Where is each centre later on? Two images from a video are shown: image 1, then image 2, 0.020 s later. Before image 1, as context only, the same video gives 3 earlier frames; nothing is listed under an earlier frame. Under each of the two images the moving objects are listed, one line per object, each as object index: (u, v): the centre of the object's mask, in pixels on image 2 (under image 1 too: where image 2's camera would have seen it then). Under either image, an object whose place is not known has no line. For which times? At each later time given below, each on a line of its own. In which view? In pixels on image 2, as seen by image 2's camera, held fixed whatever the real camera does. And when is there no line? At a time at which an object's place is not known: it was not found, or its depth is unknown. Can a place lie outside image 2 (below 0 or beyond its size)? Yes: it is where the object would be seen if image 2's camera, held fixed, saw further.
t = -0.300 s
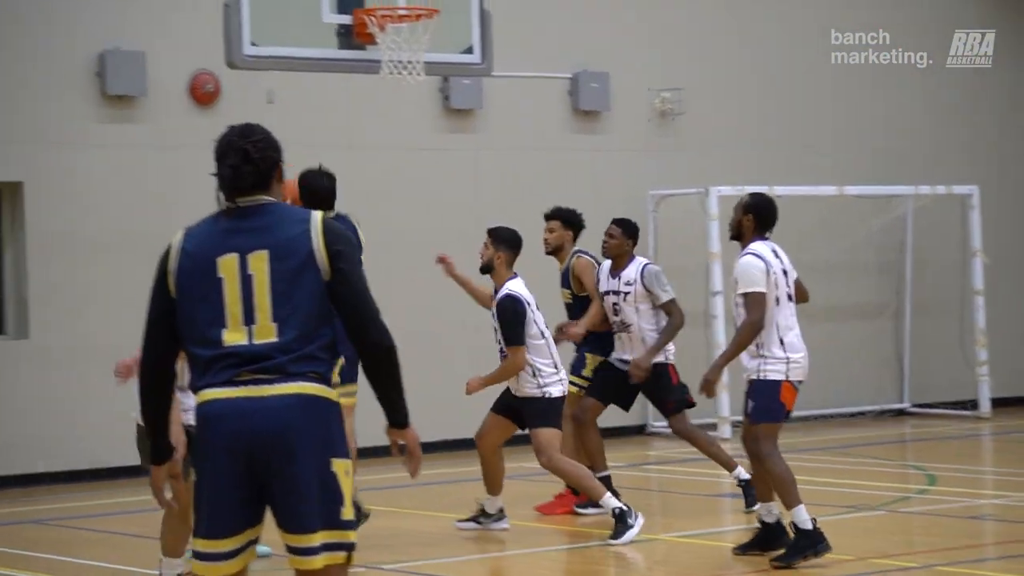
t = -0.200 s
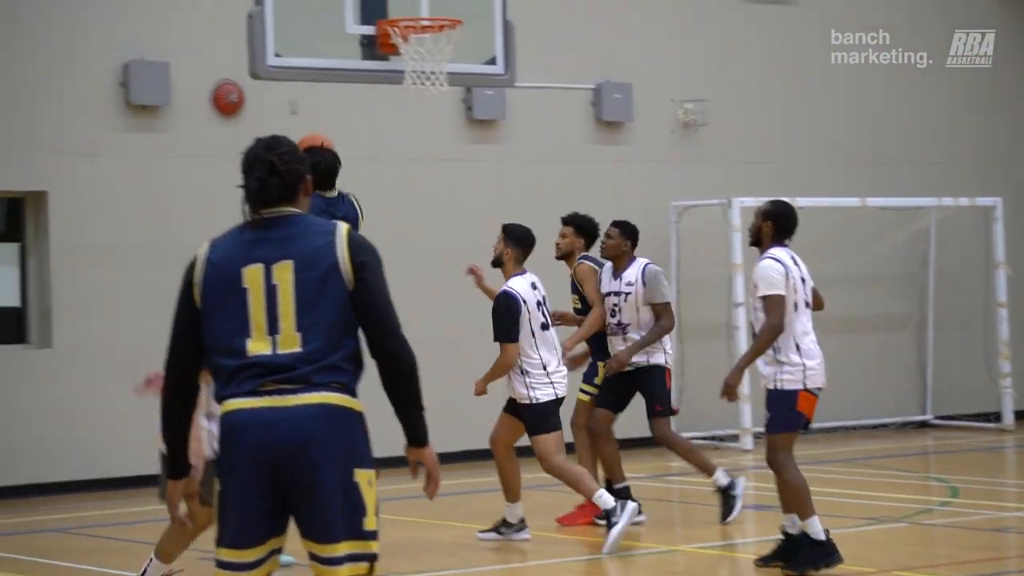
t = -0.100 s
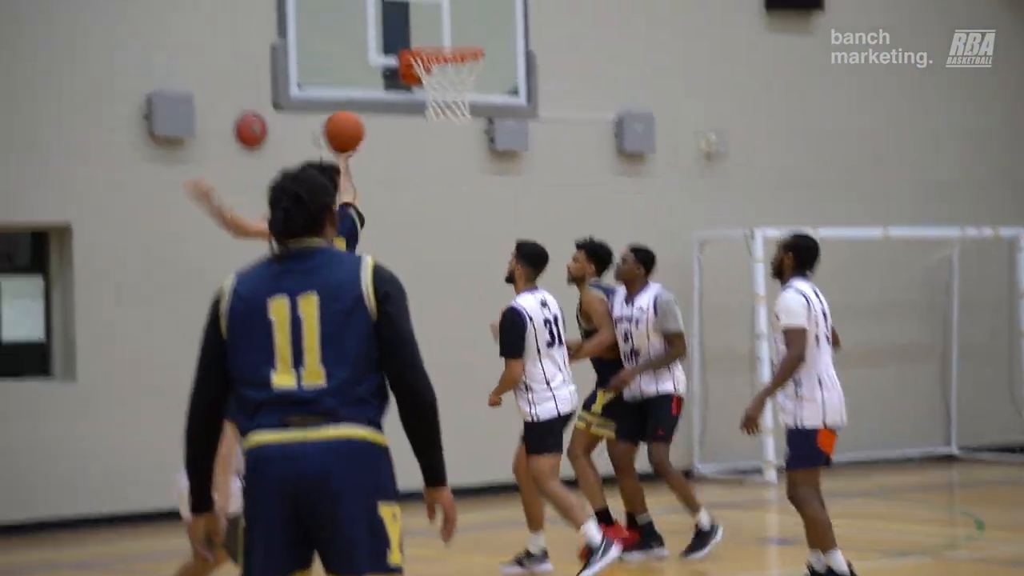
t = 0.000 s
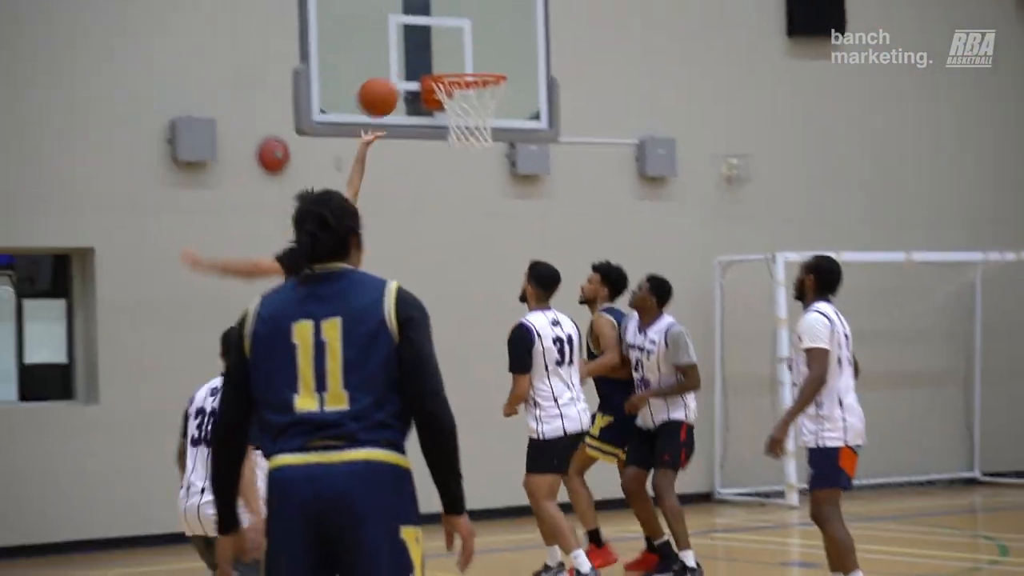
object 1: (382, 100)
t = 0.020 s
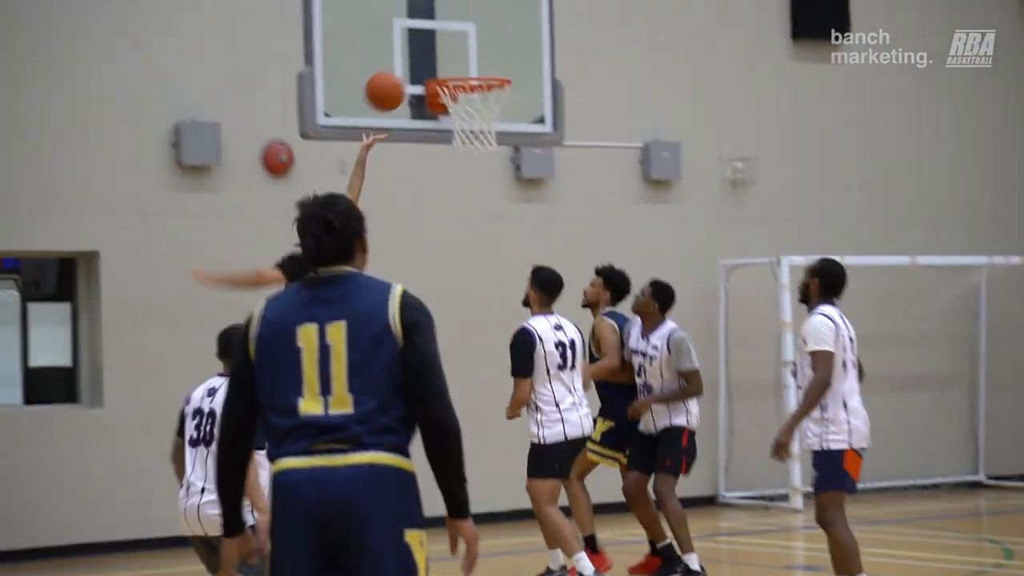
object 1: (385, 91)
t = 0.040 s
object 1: (387, 83)
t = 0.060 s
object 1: (390, 74)
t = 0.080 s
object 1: (393, 67)
